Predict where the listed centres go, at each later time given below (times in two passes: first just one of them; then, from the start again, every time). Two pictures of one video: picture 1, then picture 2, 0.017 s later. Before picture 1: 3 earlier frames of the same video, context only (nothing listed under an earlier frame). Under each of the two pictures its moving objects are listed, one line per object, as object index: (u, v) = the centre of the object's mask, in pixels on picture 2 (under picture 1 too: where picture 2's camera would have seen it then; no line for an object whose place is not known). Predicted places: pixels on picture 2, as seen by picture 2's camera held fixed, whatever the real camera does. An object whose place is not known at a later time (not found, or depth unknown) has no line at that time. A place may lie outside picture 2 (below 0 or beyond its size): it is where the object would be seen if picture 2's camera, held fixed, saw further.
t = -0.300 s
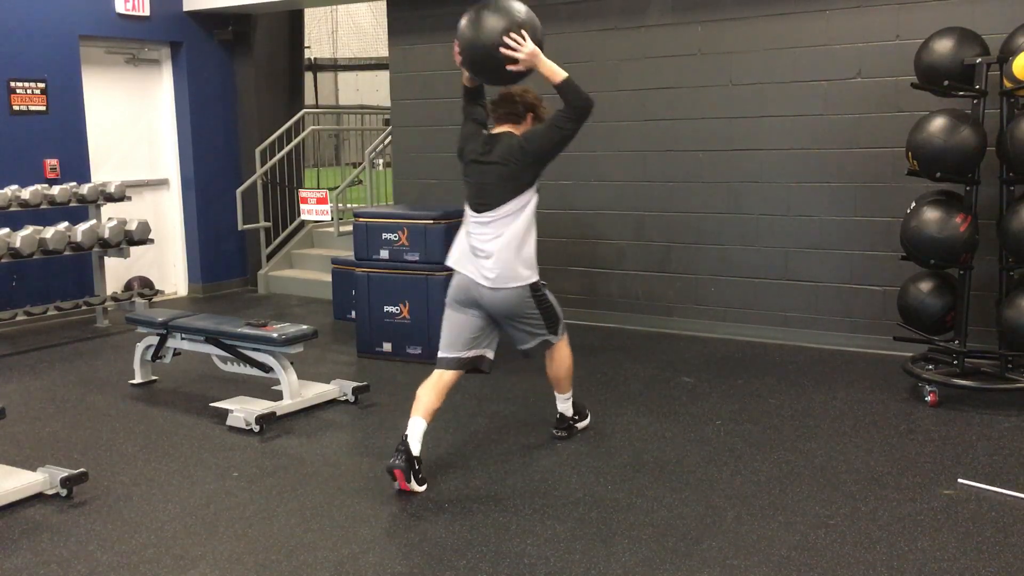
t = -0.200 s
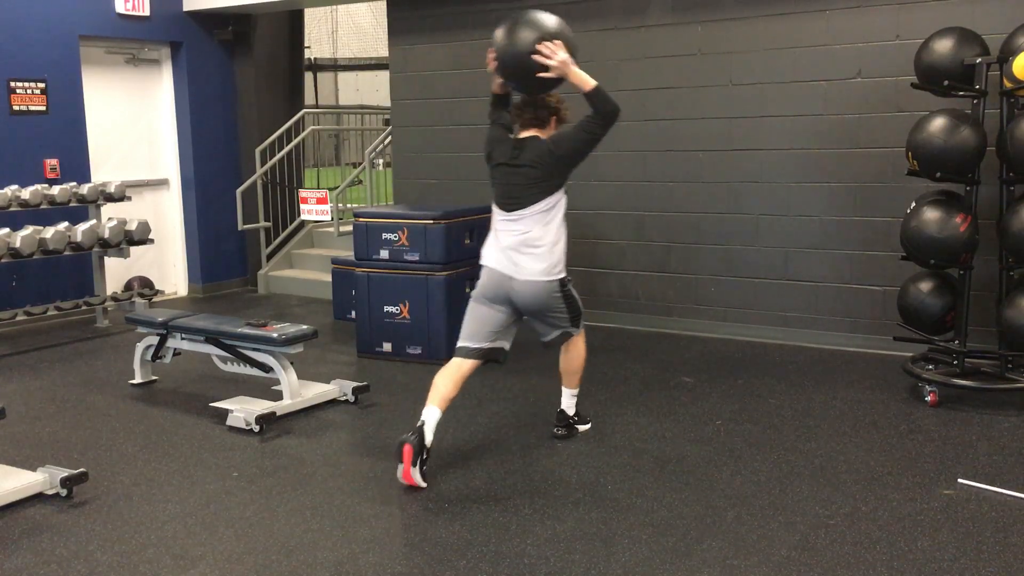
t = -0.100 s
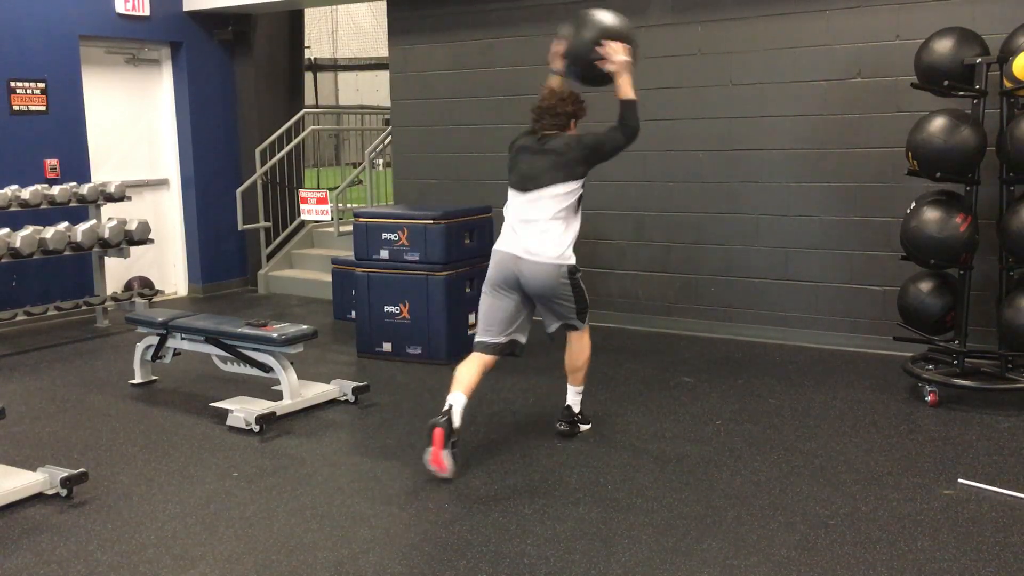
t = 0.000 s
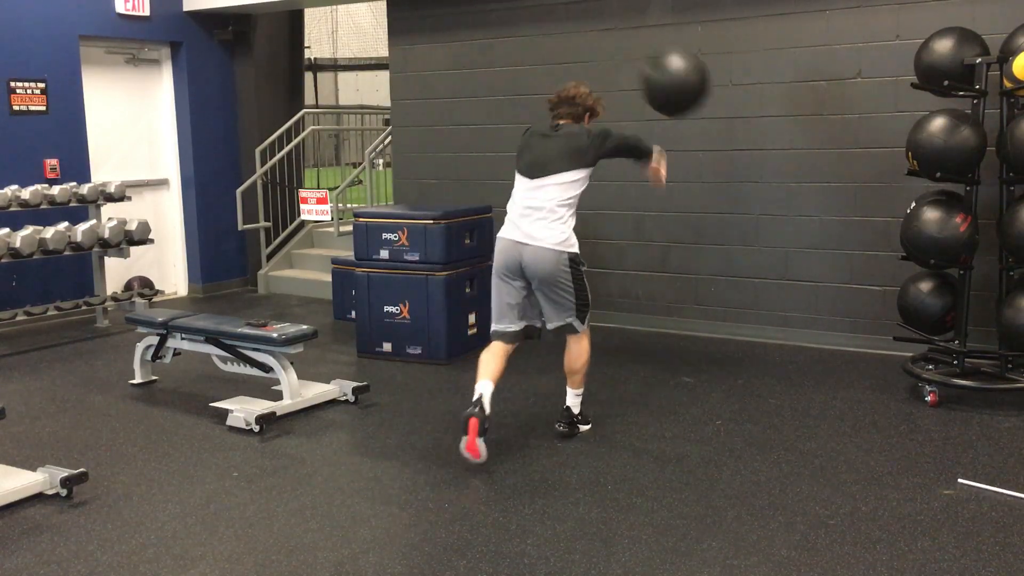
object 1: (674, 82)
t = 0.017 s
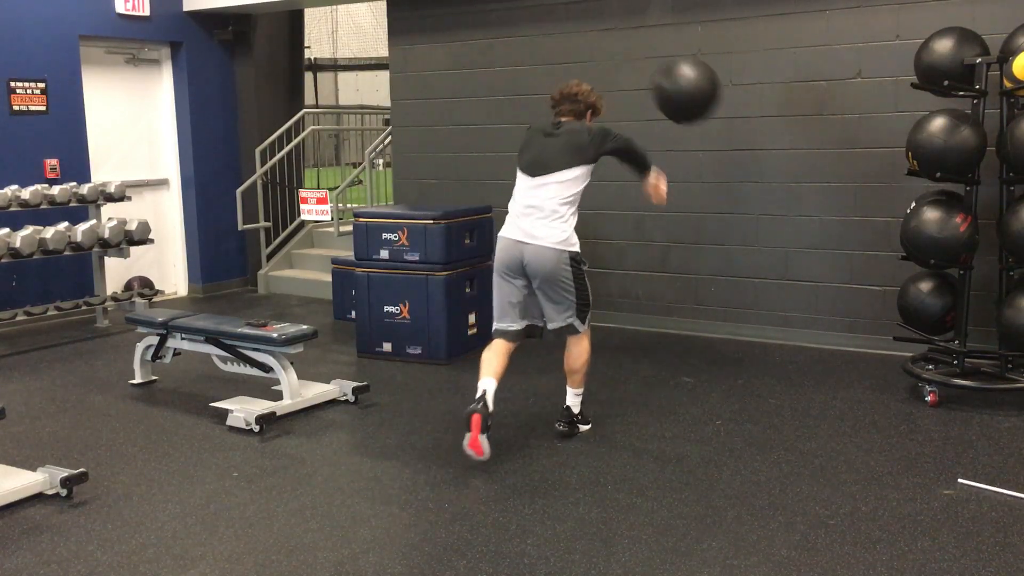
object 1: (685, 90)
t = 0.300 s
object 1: (698, 238)
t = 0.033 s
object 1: (696, 97)
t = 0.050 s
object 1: (706, 105)
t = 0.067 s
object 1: (717, 114)
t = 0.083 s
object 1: (726, 122)
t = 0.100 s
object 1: (735, 130)
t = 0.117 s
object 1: (746, 140)
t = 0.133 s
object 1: (750, 147)
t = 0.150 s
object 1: (747, 154)
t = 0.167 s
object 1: (740, 160)
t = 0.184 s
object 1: (735, 167)
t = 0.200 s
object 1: (730, 176)
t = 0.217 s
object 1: (725, 184)
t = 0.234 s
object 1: (720, 194)
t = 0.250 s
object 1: (714, 204)
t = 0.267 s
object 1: (709, 215)
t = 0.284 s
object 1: (704, 226)
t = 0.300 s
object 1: (698, 238)
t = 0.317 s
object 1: (693, 251)
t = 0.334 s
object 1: (688, 264)
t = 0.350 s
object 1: (682, 280)
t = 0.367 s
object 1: (676, 292)
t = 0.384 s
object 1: (670, 310)
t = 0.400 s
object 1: (664, 327)
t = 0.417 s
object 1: (659, 345)
